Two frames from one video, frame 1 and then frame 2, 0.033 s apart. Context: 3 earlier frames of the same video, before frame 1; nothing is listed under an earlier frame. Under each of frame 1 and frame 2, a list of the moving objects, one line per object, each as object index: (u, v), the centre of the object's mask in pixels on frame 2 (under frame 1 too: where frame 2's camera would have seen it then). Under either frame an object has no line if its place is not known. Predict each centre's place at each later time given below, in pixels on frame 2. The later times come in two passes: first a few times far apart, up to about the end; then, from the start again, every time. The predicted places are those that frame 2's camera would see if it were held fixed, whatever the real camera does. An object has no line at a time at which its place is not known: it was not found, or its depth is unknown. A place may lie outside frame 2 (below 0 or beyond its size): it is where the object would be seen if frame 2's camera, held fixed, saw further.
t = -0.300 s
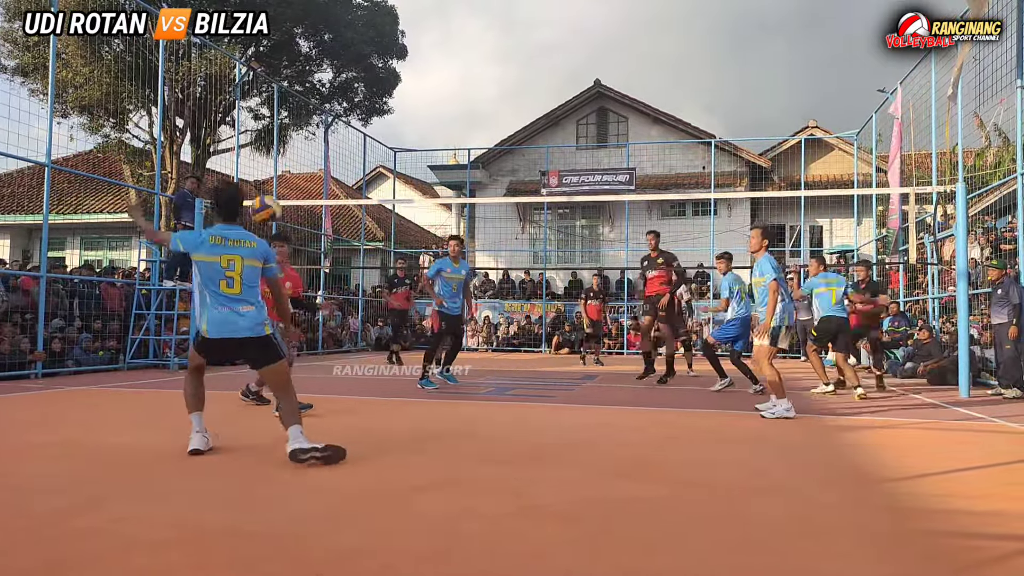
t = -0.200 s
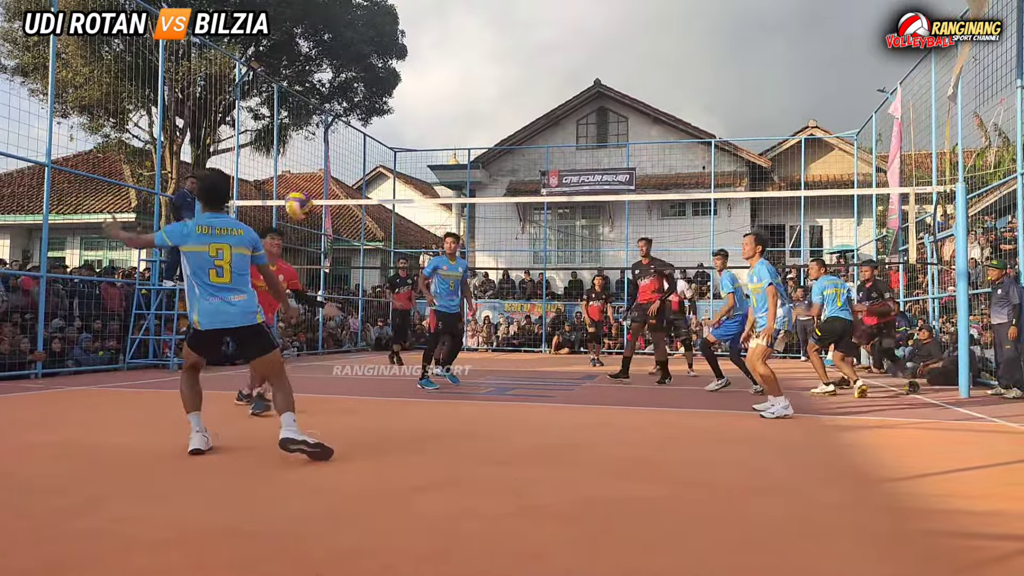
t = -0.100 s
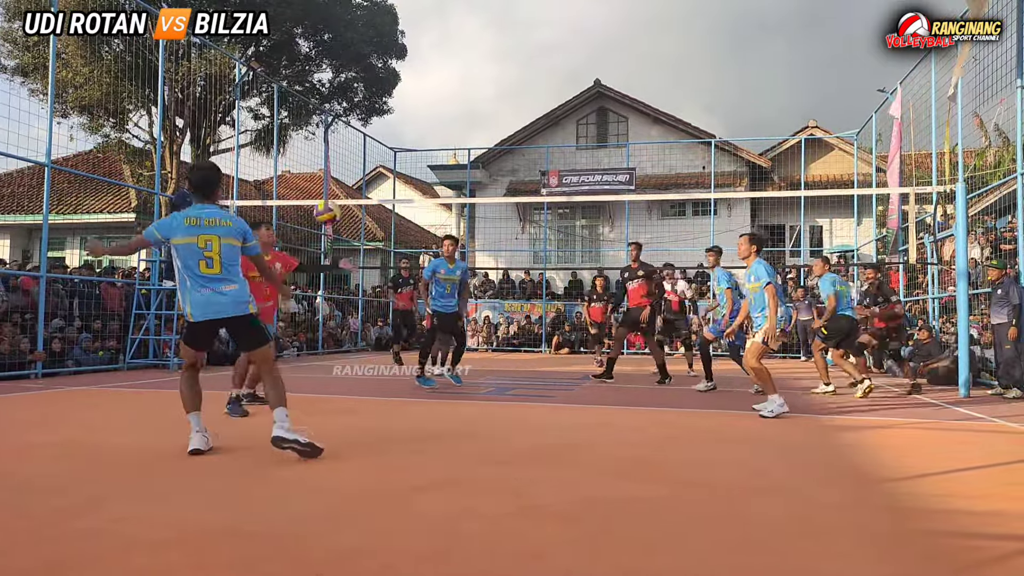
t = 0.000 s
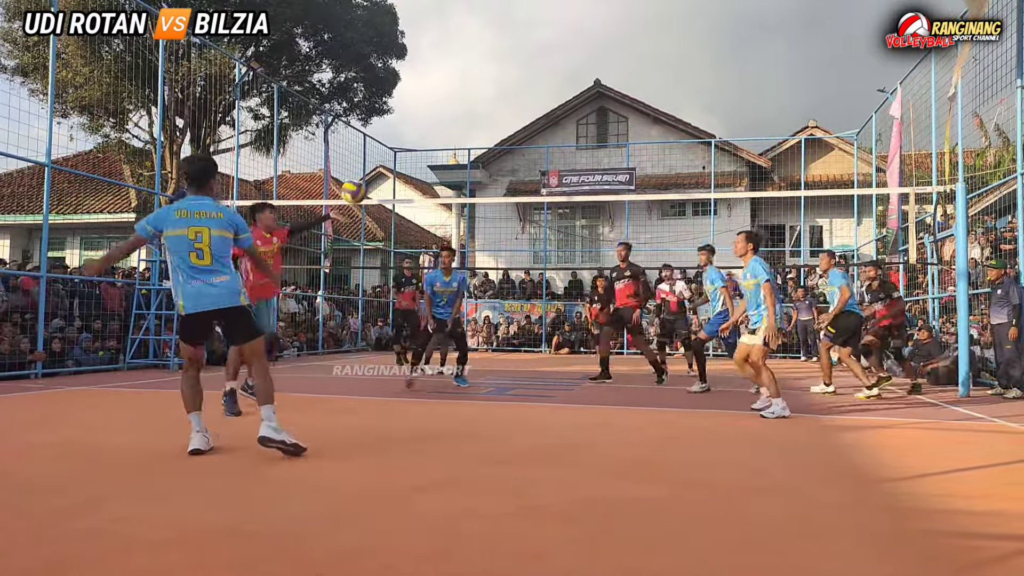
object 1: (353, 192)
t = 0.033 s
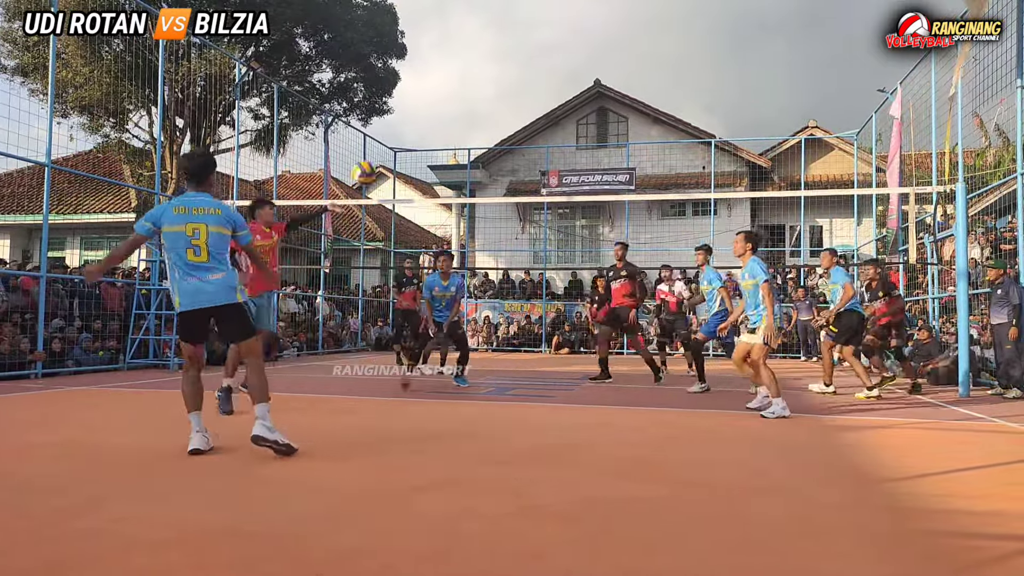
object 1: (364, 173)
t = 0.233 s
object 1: (422, 88)
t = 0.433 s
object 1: (477, 49)
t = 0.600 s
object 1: (521, 51)
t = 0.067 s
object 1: (374, 155)
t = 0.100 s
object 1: (384, 139)
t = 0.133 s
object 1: (393, 124)
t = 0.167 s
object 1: (403, 111)
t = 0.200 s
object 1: (412, 99)
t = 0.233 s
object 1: (422, 88)
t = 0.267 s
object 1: (431, 78)
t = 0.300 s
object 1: (440, 69)
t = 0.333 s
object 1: (450, 63)
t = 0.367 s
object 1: (459, 57)
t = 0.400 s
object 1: (468, 52)
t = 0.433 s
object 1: (477, 49)
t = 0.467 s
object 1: (486, 47)
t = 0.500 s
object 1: (495, 46)
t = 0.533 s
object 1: (504, 46)
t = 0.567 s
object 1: (513, 48)
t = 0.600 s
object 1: (521, 51)
